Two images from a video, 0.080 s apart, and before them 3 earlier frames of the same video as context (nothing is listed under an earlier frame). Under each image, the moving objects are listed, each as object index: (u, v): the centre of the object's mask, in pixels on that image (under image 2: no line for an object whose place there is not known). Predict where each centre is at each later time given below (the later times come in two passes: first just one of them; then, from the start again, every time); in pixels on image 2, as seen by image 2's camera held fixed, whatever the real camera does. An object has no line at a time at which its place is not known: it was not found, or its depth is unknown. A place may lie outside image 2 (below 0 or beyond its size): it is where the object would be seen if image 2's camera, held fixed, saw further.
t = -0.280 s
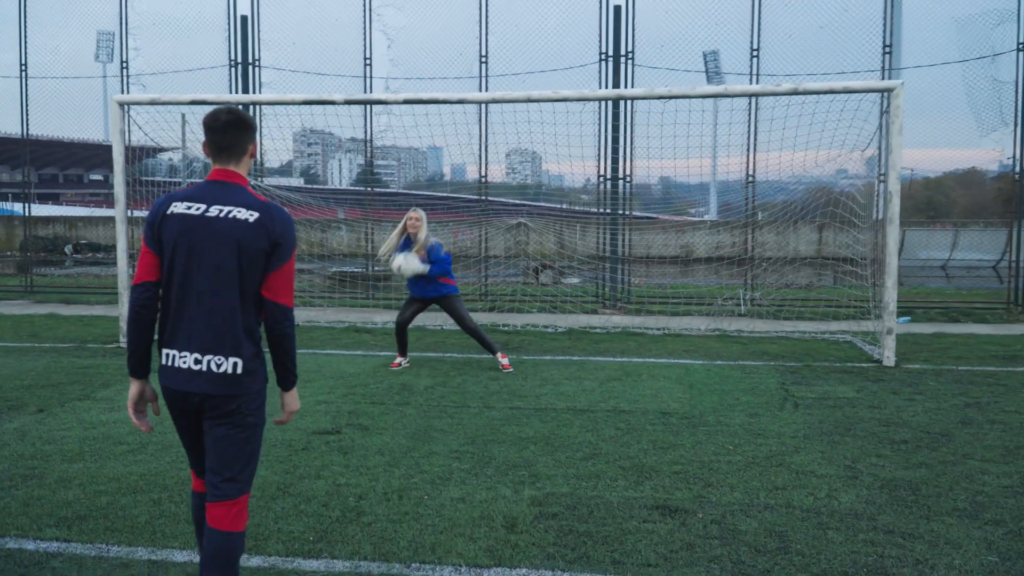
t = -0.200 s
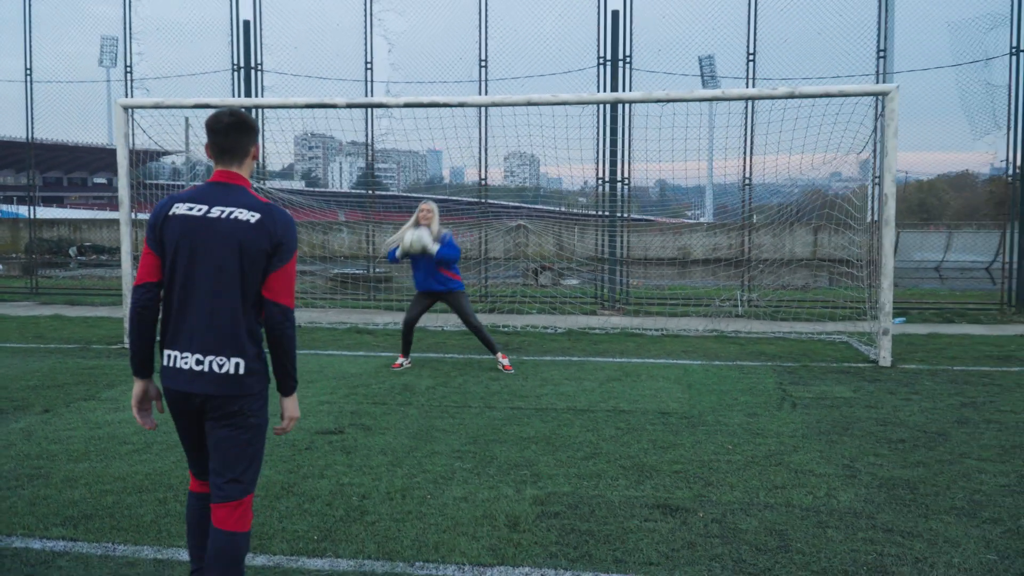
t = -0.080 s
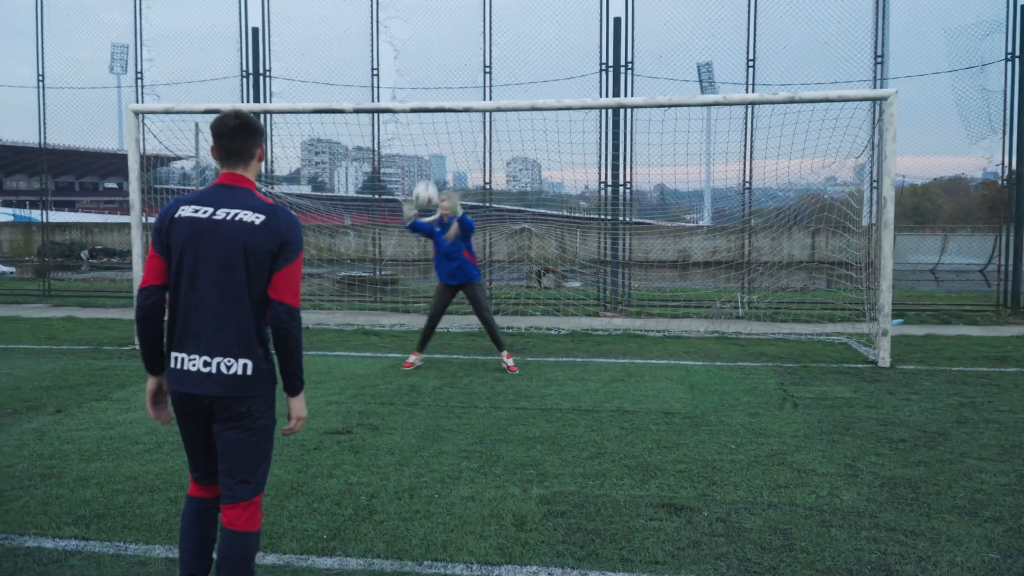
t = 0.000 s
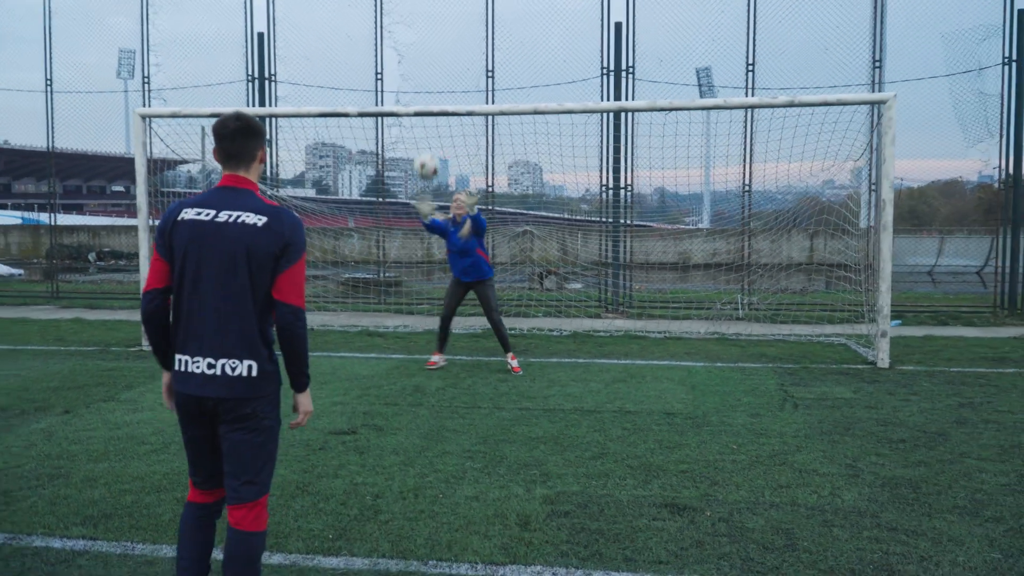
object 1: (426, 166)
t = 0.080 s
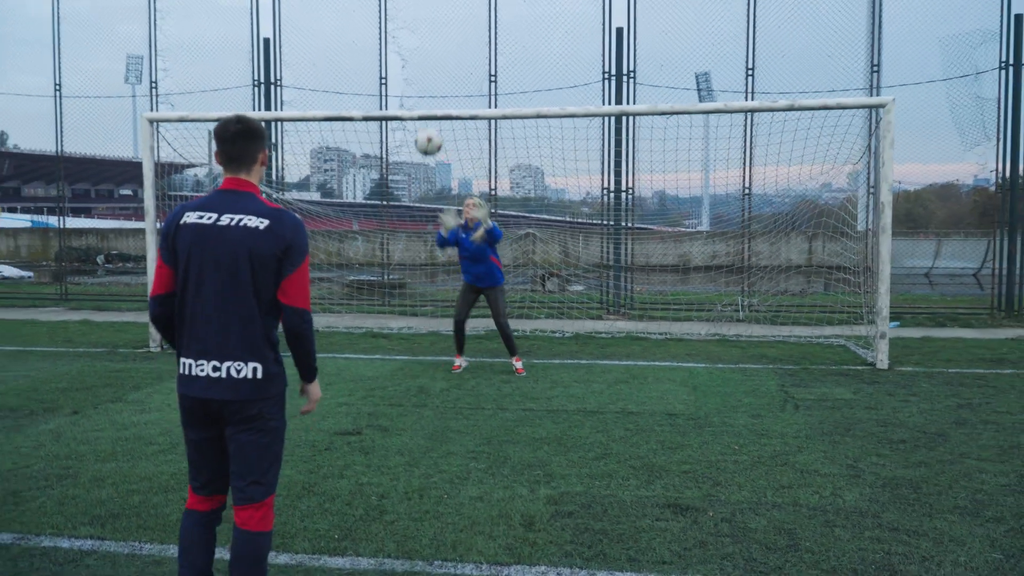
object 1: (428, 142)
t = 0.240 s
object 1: (426, 102)
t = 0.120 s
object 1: (428, 129)
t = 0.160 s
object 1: (427, 120)
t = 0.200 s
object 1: (427, 110)
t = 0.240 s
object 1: (426, 102)
